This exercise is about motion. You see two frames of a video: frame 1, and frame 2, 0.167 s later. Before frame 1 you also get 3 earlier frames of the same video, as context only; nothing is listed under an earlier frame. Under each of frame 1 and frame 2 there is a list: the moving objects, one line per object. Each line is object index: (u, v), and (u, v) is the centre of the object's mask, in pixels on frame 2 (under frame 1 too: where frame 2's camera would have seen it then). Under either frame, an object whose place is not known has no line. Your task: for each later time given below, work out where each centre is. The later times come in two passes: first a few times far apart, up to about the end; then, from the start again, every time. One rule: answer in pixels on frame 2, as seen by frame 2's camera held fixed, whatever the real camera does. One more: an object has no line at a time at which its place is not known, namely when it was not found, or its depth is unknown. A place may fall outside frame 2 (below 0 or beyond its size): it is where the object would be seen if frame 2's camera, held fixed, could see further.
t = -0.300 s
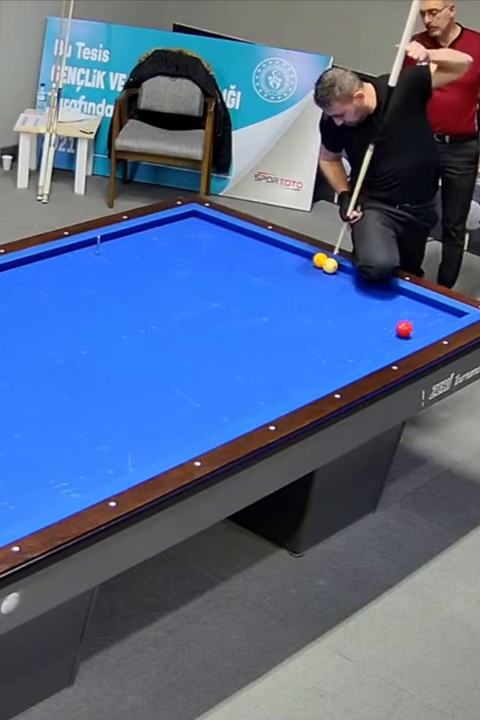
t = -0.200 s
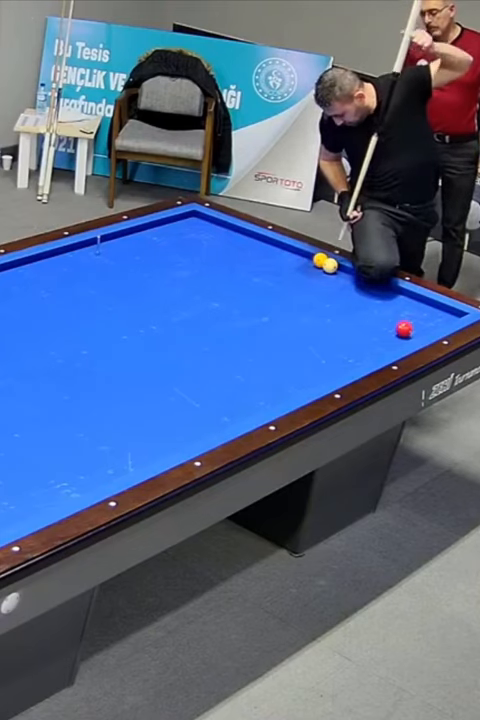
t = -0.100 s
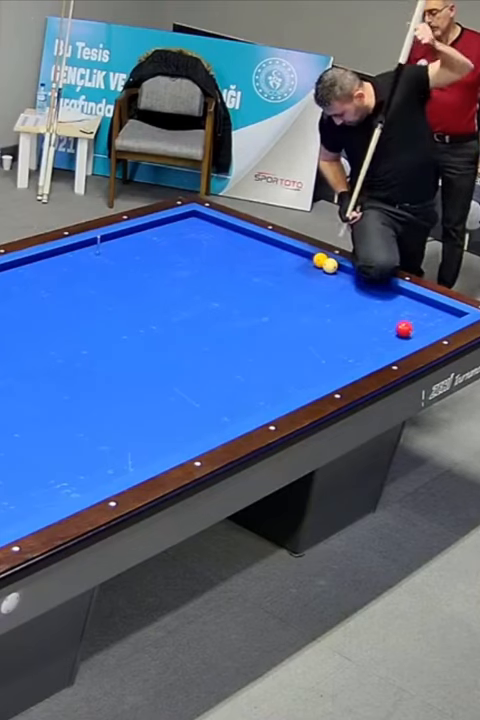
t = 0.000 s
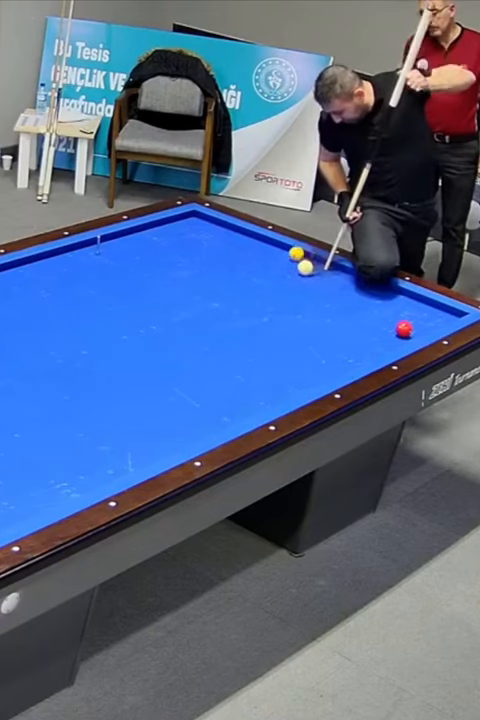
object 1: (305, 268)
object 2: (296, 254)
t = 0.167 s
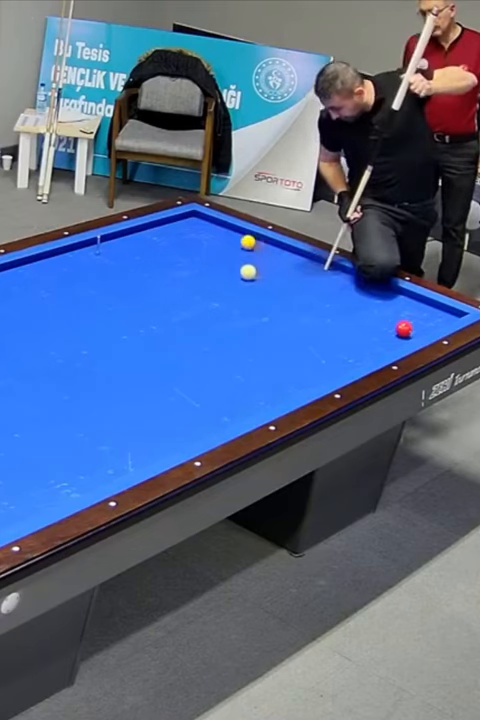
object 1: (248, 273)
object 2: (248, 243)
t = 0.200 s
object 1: (237, 273)
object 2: (240, 241)
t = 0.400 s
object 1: (171, 273)
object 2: (191, 230)
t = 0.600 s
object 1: (111, 268)
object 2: (166, 228)
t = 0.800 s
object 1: (58, 257)
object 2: (175, 240)
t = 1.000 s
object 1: (79, 264)
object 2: (184, 252)
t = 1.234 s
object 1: (117, 269)
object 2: (195, 267)
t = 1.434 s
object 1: (148, 270)
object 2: (204, 279)
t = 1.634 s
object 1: (179, 271)
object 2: (213, 293)
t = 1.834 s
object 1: (209, 272)
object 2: (223, 306)
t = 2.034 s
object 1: (237, 273)
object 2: (233, 320)
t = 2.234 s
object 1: (265, 274)
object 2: (243, 335)
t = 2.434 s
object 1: (292, 275)
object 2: (254, 349)
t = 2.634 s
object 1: (318, 276)
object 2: (265, 365)
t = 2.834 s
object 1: (344, 277)
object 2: (276, 380)
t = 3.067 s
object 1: (368, 280)
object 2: (283, 394)
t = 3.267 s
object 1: (377, 289)
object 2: (264, 393)
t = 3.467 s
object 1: (387, 297)
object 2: (245, 391)
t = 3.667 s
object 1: (397, 306)
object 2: (227, 388)
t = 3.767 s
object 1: (402, 310)
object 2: (218, 387)
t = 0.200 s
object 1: (237, 273)
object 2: (240, 241)
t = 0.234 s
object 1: (226, 274)
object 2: (231, 239)
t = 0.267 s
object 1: (214, 274)
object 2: (223, 237)
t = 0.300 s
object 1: (203, 274)
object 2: (215, 235)
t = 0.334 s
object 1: (192, 274)
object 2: (207, 233)
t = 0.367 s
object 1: (182, 273)
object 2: (199, 232)
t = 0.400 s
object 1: (171, 273)
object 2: (191, 230)
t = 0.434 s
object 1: (160, 273)
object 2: (183, 228)
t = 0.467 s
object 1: (150, 272)
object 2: (175, 226)
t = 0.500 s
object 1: (140, 271)
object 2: (167, 224)
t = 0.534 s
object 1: (130, 270)
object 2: (161, 223)
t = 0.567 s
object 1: (120, 269)
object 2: (163, 225)
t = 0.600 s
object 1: (111, 268)
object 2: (166, 228)
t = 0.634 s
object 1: (101, 266)
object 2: (168, 230)
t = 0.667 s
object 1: (92, 265)
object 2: (170, 232)
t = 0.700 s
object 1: (84, 263)
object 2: (171, 234)
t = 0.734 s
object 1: (75, 261)
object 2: (173, 236)
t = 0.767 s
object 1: (66, 259)
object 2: (174, 238)
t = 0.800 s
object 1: (58, 257)
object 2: (175, 240)
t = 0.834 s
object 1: (51, 255)
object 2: (177, 242)
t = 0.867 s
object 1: (56, 256)
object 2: (178, 244)
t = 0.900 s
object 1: (62, 259)
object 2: (180, 246)
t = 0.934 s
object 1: (67, 261)
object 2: (181, 248)
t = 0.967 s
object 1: (73, 262)
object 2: (183, 250)
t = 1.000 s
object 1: (79, 264)
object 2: (184, 252)
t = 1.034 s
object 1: (85, 265)
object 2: (186, 254)
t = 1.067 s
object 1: (91, 266)
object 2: (187, 256)
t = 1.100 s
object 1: (96, 267)
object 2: (189, 258)
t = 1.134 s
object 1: (102, 268)
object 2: (190, 260)
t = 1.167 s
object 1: (107, 269)
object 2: (191, 262)
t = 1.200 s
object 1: (112, 269)
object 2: (193, 265)
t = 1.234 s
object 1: (117, 269)
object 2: (195, 267)
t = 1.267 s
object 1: (123, 269)
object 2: (196, 269)
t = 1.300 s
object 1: (128, 269)
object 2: (198, 271)
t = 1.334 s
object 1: (133, 270)
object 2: (199, 273)
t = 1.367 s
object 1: (138, 270)
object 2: (201, 275)
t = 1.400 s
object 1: (144, 270)
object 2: (202, 277)
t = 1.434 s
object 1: (148, 270)
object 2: (204, 279)
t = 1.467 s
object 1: (154, 270)
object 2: (205, 281)
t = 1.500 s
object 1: (159, 271)
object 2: (207, 284)
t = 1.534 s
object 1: (164, 270)
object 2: (208, 286)
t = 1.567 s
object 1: (169, 271)
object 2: (210, 288)
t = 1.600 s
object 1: (174, 271)
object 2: (212, 290)
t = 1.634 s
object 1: (179, 271)
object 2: (213, 293)
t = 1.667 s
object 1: (184, 271)
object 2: (215, 295)
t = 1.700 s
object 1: (189, 271)
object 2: (216, 297)
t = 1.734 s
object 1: (194, 271)
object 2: (218, 300)
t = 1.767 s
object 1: (199, 271)
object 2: (220, 302)
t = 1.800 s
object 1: (204, 272)
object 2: (221, 304)
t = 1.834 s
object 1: (209, 272)
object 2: (223, 306)
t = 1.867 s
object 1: (214, 272)
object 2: (224, 308)
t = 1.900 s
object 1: (219, 272)
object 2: (226, 311)
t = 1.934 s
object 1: (223, 272)
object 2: (228, 313)
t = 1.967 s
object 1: (228, 272)
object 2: (230, 316)
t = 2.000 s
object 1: (233, 273)
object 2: (231, 318)
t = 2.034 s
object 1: (237, 273)
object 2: (233, 320)
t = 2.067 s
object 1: (242, 273)
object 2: (235, 323)
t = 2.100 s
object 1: (247, 273)
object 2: (236, 325)
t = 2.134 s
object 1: (251, 273)
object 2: (238, 327)
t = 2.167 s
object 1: (256, 273)
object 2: (240, 330)
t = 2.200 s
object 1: (261, 274)
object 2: (241, 332)
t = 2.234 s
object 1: (265, 274)
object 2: (243, 335)
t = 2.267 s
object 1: (270, 274)
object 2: (245, 337)
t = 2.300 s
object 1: (275, 274)
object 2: (247, 339)
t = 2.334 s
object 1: (279, 274)
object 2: (248, 342)
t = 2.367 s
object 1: (283, 274)
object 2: (250, 344)
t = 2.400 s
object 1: (288, 275)
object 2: (252, 347)
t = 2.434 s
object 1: (292, 275)
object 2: (254, 349)
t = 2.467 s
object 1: (297, 275)
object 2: (255, 352)
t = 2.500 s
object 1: (301, 275)
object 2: (257, 354)
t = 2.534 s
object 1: (305, 276)
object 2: (259, 357)
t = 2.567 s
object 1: (310, 275)
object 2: (261, 359)
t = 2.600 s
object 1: (314, 276)
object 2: (263, 362)
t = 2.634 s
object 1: (318, 276)
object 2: (265, 365)
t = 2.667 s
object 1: (323, 276)
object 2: (266, 367)
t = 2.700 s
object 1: (327, 276)
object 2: (268, 370)
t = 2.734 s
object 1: (331, 276)
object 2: (270, 372)
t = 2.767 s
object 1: (335, 276)
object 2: (272, 375)
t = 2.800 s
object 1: (340, 277)
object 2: (274, 377)
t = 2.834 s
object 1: (344, 277)
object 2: (276, 380)
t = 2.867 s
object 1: (348, 277)
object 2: (277, 382)
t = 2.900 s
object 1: (352, 277)
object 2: (280, 385)
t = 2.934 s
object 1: (357, 277)
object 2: (281, 388)
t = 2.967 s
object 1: (360, 278)
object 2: (283, 390)
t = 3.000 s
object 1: (364, 277)
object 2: (285, 392)
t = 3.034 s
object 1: (366, 279)
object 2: (286, 394)
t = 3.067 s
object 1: (368, 280)
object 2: (283, 394)
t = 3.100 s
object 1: (369, 282)
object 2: (280, 394)
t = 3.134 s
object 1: (371, 283)
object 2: (277, 394)
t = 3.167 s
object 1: (373, 285)
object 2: (273, 394)
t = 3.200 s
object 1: (374, 286)
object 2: (270, 394)
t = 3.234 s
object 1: (376, 287)
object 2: (268, 393)
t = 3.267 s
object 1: (377, 289)
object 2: (264, 393)
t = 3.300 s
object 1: (379, 290)
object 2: (261, 392)
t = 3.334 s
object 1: (381, 292)
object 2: (258, 392)
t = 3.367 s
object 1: (382, 293)
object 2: (255, 392)
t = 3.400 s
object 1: (384, 294)
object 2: (252, 391)
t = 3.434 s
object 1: (386, 296)
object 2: (248, 391)
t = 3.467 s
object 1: (387, 297)
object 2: (245, 391)
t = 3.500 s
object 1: (389, 299)
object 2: (242, 390)
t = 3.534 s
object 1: (391, 300)
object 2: (239, 390)
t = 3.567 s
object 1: (392, 301)
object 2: (236, 389)
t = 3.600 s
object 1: (394, 303)
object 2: (233, 389)
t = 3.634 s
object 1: (395, 305)
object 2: (230, 389)
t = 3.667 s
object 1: (397, 306)
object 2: (227, 388)
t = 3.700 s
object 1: (399, 307)
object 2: (224, 388)
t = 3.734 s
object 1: (401, 309)
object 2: (221, 388)
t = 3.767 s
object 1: (402, 310)
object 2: (218, 387)
